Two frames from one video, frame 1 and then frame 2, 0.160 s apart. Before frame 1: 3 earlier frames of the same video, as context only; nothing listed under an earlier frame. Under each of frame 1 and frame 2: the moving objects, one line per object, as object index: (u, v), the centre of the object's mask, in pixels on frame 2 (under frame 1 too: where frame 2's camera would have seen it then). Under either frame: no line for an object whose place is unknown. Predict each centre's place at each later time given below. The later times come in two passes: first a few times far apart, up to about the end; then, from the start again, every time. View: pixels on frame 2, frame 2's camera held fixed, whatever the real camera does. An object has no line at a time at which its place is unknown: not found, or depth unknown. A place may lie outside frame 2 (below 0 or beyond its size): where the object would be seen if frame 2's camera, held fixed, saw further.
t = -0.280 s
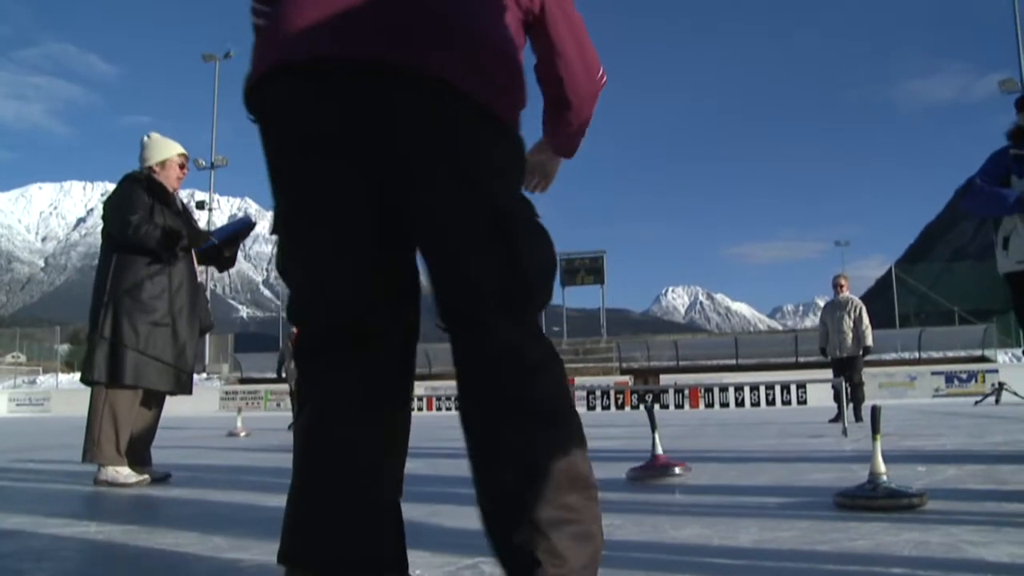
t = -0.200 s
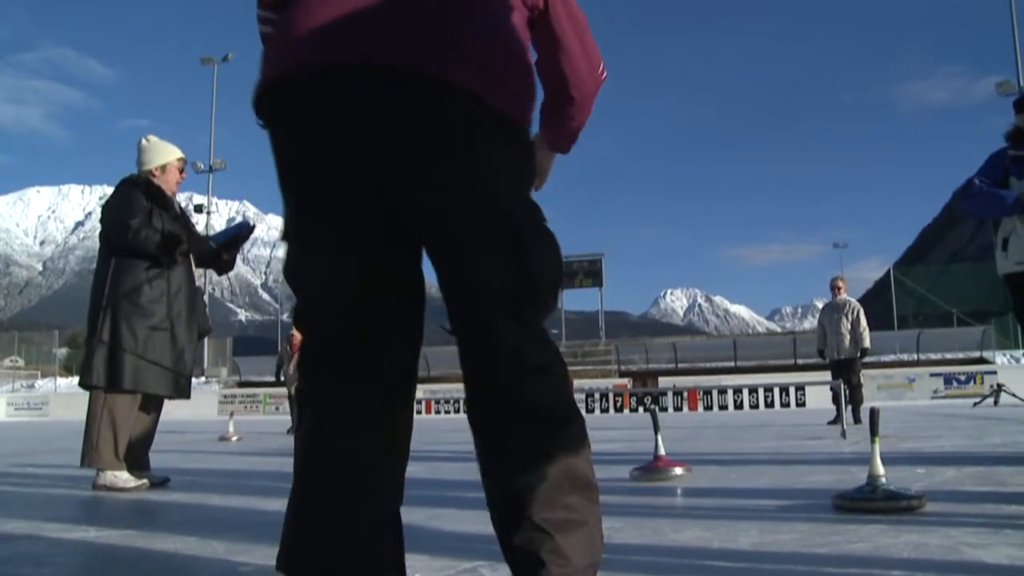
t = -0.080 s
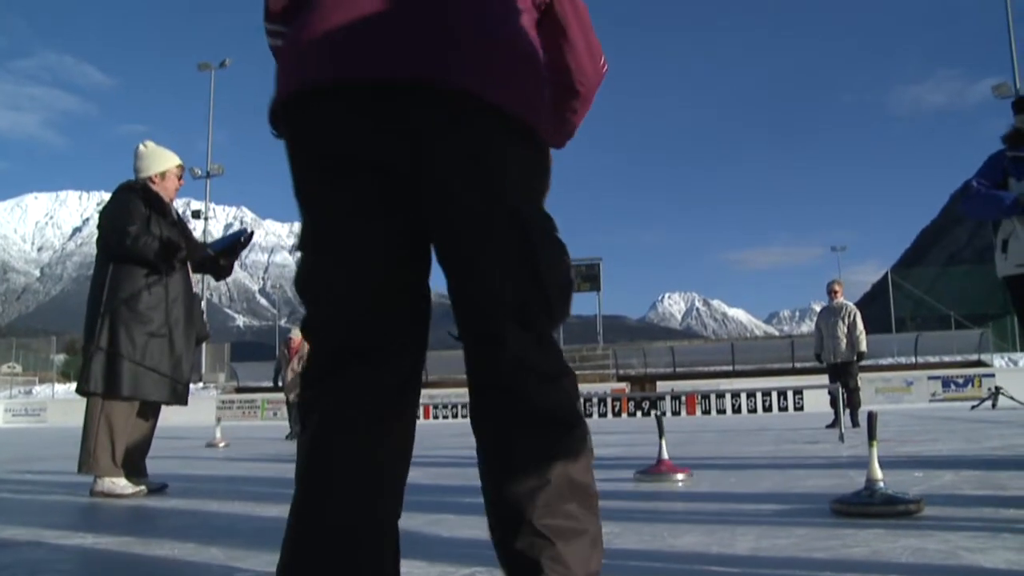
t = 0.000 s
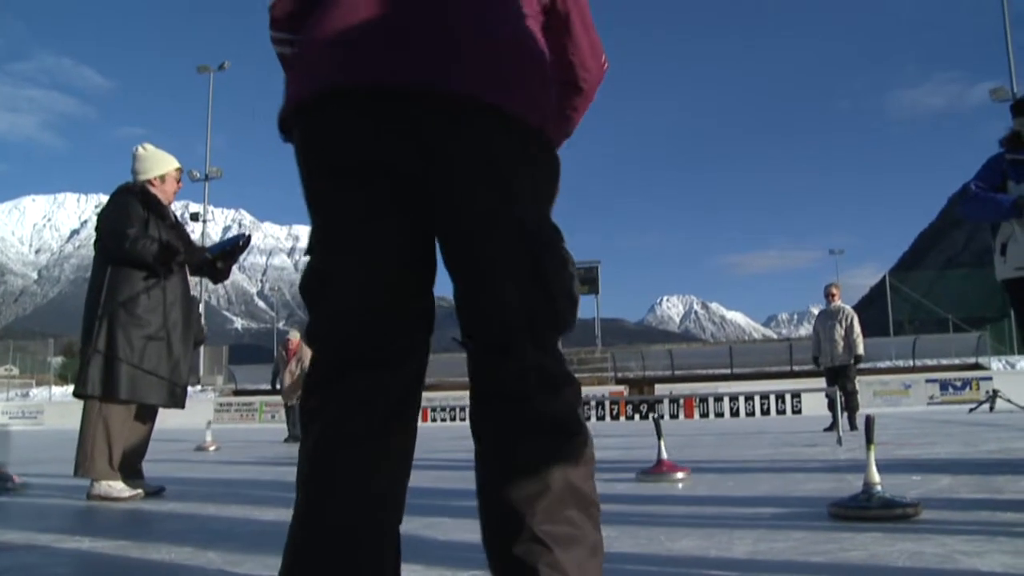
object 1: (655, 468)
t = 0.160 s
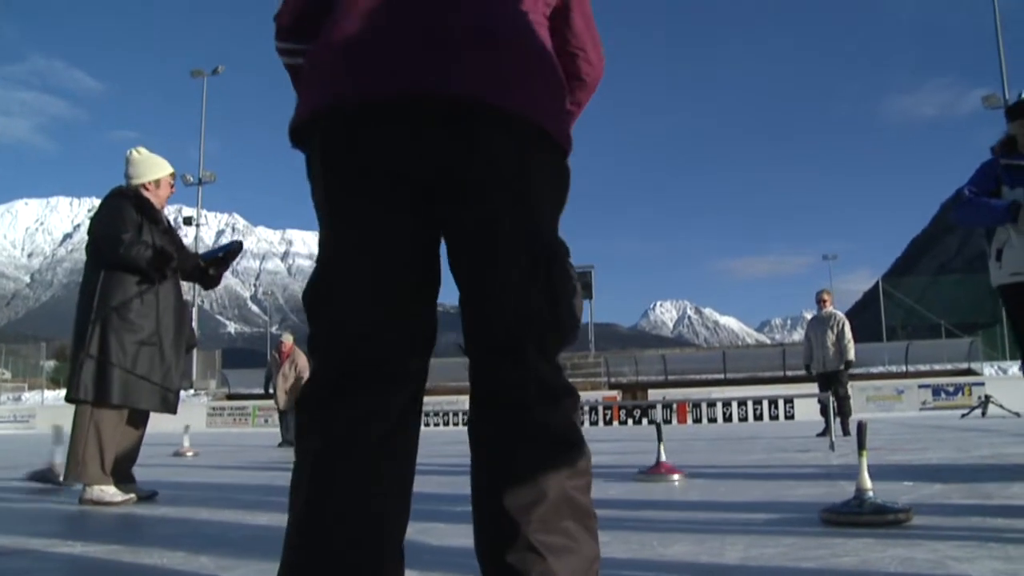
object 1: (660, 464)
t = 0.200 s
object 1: (662, 463)
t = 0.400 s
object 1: (666, 461)
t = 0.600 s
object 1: (670, 457)
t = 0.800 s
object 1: (673, 453)
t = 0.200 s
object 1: (662, 463)
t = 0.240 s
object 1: (663, 463)
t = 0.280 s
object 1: (664, 462)
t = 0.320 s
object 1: (665, 462)
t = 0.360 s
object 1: (666, 461)
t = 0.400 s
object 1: (666, 461)
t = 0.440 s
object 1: (667, 460)
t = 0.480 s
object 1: (668, 458)
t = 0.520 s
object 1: (668, 458)
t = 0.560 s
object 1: (669, 458)
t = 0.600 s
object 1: (670, 457)
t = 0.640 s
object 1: (671, 456)
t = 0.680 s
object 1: (672, 455)
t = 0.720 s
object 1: (672, 454)
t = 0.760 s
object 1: (673, 454)
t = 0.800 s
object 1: (673, 453)
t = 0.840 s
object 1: (674, 452)
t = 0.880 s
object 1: (675, 452)
